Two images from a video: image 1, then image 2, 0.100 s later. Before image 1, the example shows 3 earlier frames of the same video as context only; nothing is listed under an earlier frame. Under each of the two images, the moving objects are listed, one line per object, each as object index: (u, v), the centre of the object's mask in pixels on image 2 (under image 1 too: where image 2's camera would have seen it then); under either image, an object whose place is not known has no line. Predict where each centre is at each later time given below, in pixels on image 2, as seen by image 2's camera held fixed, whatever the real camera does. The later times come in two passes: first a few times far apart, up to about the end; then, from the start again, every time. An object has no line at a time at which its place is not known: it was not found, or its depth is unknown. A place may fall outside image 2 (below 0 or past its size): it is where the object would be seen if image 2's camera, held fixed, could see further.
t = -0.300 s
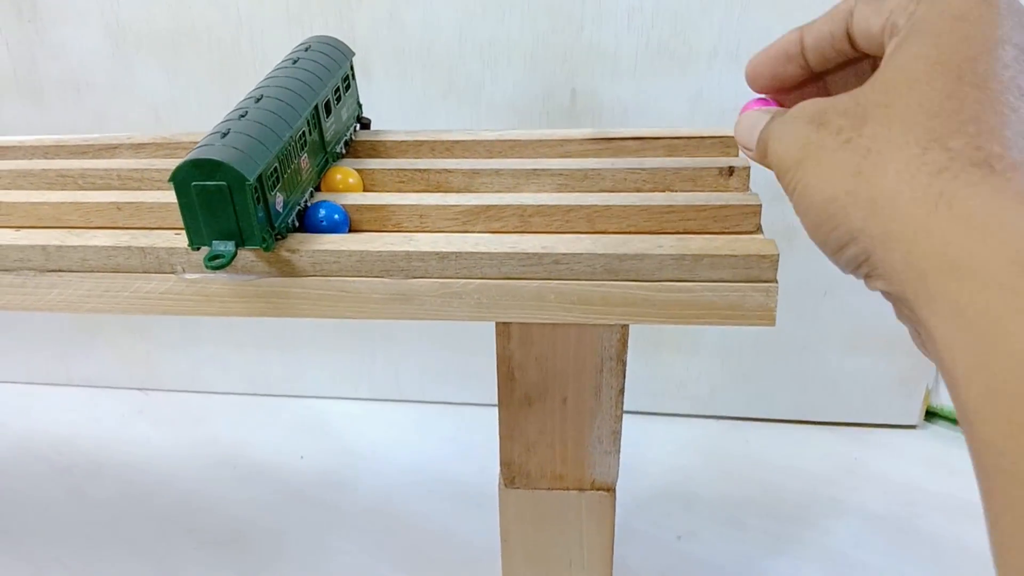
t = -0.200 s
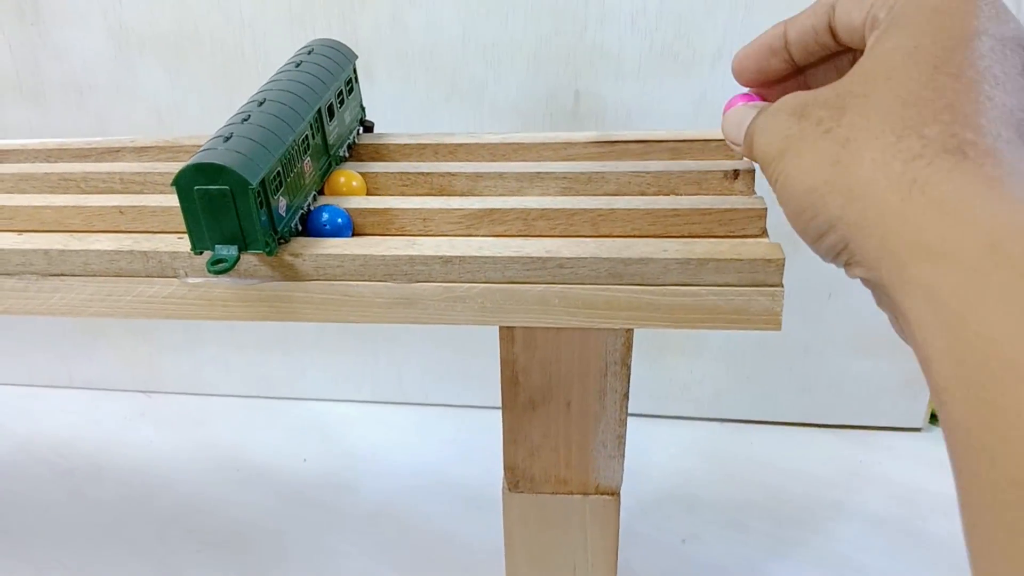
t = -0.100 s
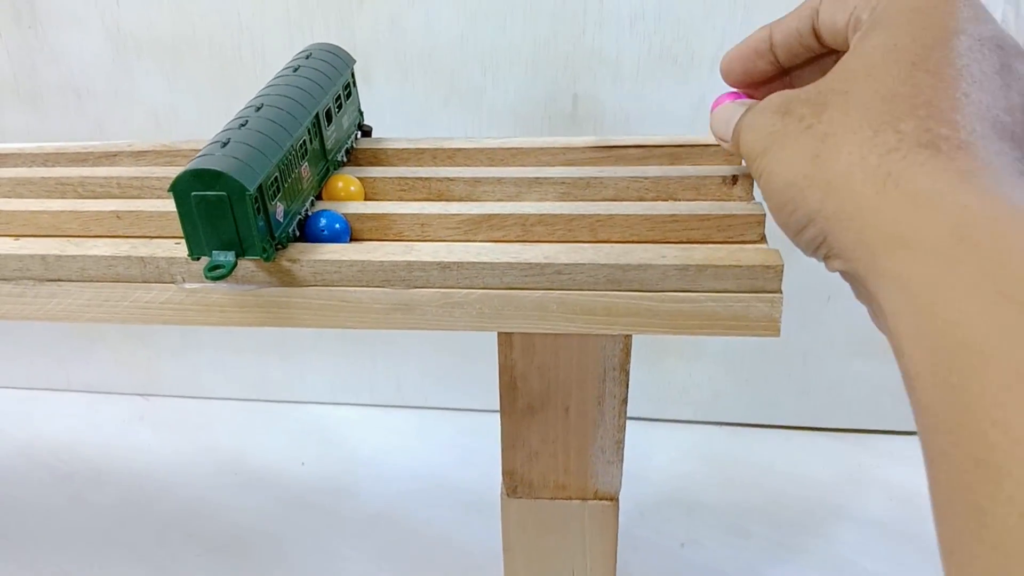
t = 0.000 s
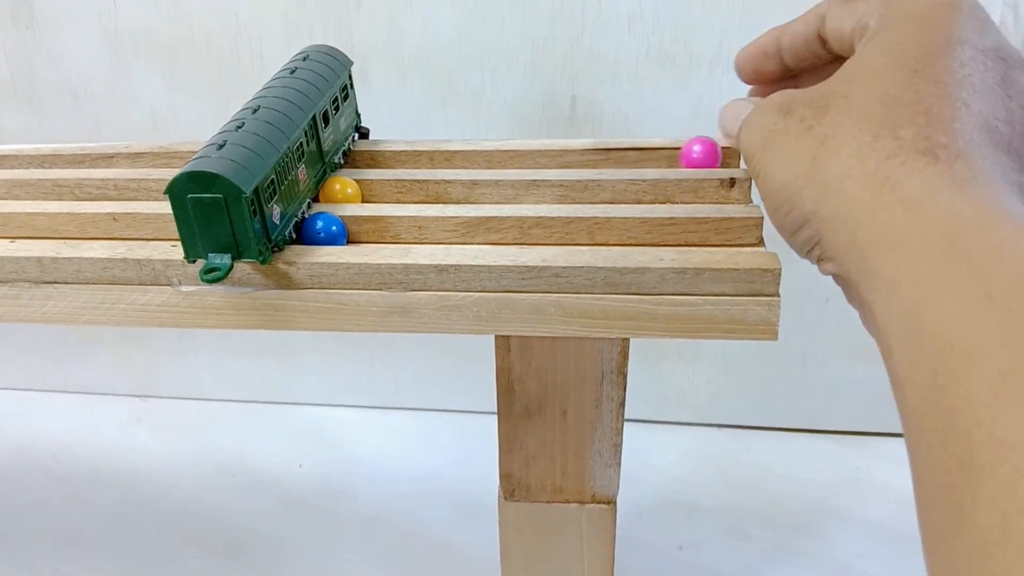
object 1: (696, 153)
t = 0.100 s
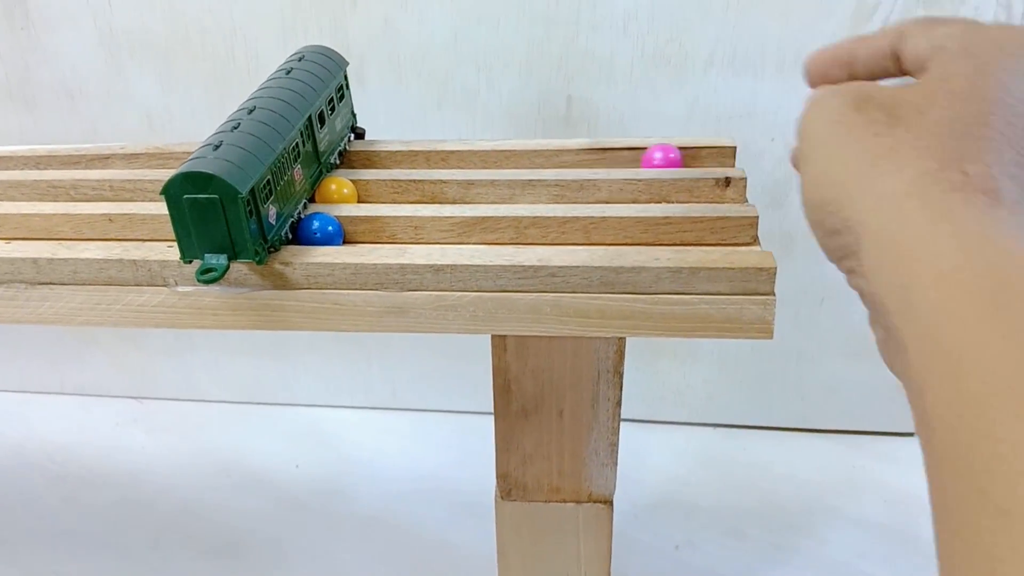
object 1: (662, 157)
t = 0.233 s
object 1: (605, 157)
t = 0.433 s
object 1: (494, 158)
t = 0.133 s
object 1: (649, 157)
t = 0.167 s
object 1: (636, 157)
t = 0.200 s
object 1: (621, 157)
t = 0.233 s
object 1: (605, 157)
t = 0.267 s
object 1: (589, 157)
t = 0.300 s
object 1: (572, 158)
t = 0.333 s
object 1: (552, 158)
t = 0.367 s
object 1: (534, 158)
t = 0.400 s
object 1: (515, 158)
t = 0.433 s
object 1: (494, 158)
